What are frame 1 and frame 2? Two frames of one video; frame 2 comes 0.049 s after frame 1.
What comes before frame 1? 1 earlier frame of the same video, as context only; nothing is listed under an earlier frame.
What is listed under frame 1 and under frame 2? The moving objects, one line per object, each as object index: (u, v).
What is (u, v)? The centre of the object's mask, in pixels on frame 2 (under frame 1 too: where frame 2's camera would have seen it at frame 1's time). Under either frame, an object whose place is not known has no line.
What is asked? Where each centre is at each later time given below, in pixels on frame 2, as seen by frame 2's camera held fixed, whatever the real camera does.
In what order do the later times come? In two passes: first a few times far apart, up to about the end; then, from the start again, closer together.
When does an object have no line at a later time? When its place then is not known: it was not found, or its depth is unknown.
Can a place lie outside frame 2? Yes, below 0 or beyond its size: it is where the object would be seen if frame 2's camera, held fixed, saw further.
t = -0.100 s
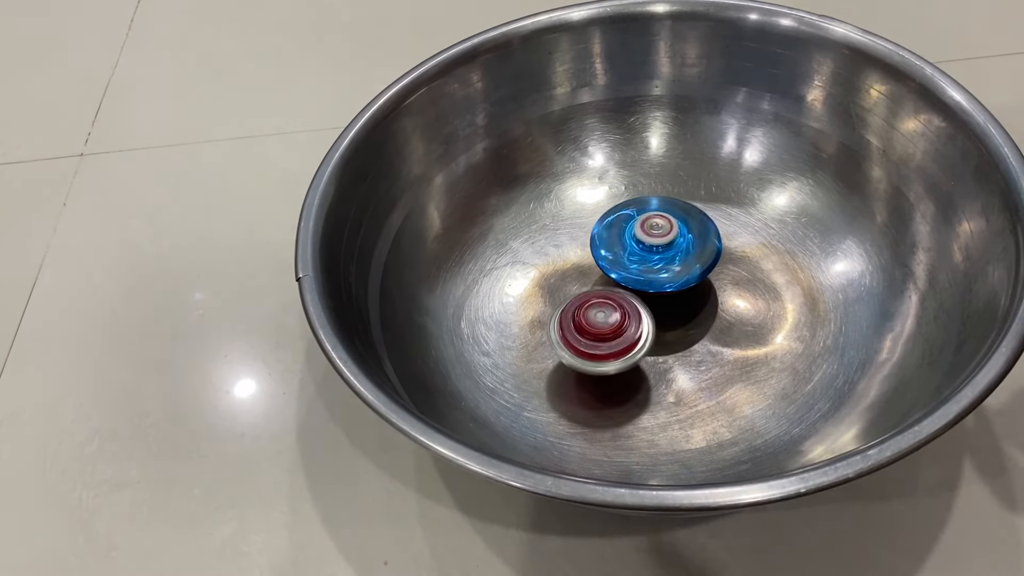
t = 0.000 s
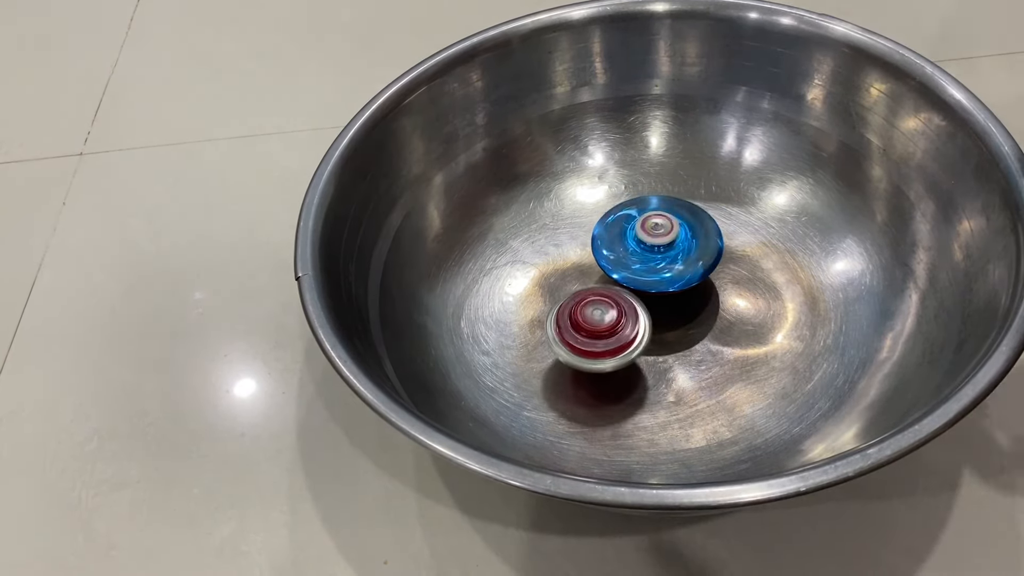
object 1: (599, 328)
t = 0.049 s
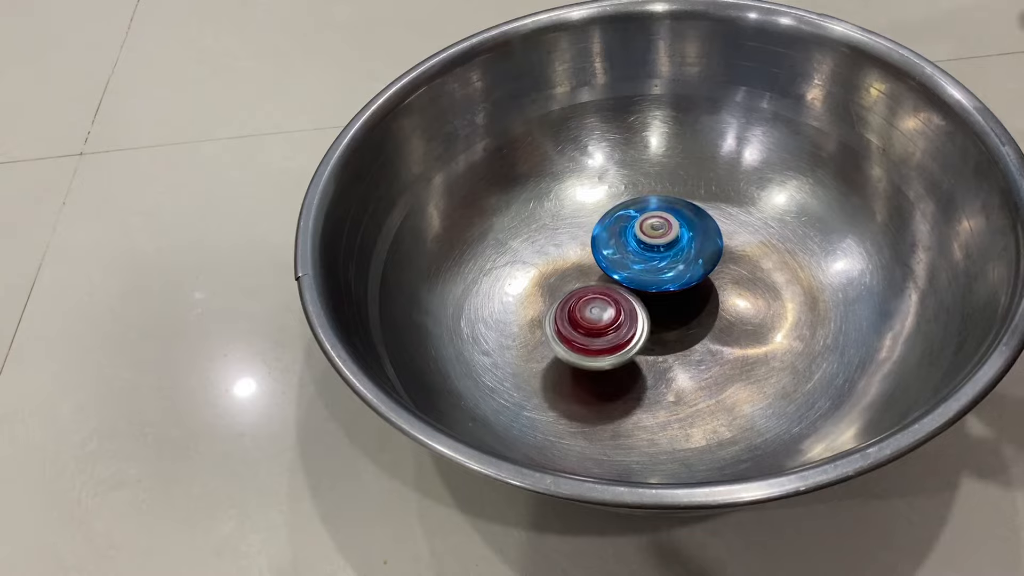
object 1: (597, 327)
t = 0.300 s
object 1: (566, 336)
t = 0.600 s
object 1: (560, 325)
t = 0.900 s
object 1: (574, 314)
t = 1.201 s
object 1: (580, 318)
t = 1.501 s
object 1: (595, 313)
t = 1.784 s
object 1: (602, 314)
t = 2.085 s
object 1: (591, 315)
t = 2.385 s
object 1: (585, 318)
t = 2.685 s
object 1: (585, 319)
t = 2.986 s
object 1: (593, 311)
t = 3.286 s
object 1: (607, 314)
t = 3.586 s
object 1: (608, 324)
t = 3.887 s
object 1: (600, 325)
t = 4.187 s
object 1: (588, 327)
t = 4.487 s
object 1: (584, 312)
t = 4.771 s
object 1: (587, 310)
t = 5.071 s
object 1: (584, 319)
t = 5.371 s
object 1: (591, 323)
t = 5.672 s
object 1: (589, 331)
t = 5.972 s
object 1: (597, 317)
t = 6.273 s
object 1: (595, 323)
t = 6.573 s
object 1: (585, 318)
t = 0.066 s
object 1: (597, 326)
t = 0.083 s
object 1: (596, 326)
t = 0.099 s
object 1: (596, 324)
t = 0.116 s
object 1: (595, 323)
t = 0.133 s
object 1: (593, 324)
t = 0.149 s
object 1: (589, 327)
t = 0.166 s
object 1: (586, 330)
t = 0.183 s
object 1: (583, 332)
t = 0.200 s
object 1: (580, 334)
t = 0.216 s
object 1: (578, 335)
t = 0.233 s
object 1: (576, 336)
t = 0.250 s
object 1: (574, 336)
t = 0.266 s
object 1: (572, 336)
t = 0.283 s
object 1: (569, 336)
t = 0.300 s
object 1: (566, 336)
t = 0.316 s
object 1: (564, 336)
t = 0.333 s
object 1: (562, 336)
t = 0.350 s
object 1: (561, 335)
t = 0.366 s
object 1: (560, 335)
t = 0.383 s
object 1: (559, 335)
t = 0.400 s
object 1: (558, 334)
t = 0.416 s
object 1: (558, 333)
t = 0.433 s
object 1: (557, 333)
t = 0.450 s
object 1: (557, 332)
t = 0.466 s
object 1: (557, 331)
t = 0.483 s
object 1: (557, 331)
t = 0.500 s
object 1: (557, 329)
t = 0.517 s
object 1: (558, 328)
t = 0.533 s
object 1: (558, 327)
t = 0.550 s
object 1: (558, 327)
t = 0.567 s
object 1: (559, 326)
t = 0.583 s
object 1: (560, 325)
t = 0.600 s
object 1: (560, 325)
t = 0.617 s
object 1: (561, 324)
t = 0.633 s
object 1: (562, 323)
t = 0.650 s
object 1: (563, 322)
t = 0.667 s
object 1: (563, 321)
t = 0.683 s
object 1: (564, 320)
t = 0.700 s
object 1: (566, 319)
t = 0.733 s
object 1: (568, 318)
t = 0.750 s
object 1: (569, 317)
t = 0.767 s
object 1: (570, 316)
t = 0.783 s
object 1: (571, 316)
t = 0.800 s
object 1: (571, 315)
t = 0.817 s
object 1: (573, 315)
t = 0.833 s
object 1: (574, 314)
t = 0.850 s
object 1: (575, 314)
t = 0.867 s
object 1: (575, 313)
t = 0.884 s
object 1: (575, 314)
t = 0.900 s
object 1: (574, 314)
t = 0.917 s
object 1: (574, 315)
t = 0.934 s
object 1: (575, 315)
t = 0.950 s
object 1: (576, 316)
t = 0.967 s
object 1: (576, 316)
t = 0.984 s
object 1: (575, 316)
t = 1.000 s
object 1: (574, 317)
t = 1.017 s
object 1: (574, 317)
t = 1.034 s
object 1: (574, 317)
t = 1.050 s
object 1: (574, 317)
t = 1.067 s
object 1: (574, 317)
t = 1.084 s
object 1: (575, 317)
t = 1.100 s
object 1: (576, 317)
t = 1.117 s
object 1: (577, 317)
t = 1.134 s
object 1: (579, 316)
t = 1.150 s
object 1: (580, 316)
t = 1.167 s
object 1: (581, 316)
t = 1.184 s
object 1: (581, 316)
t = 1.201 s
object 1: (580, 318)
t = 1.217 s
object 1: (579, 320)
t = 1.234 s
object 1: (579, 321)
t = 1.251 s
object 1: (579, 321)
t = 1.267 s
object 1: (581, 322)
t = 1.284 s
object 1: (581, 322)
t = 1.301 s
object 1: (582, 322)
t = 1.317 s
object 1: (584, 321)
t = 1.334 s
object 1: (586, 320)
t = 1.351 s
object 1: (587, 319)
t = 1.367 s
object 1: (588, 319)
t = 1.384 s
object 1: (589, 318)
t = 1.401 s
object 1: (590, 317)
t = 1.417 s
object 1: (591, 317)
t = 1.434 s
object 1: (592, 316)
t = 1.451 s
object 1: (593, 315)
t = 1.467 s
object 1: (594, 314)
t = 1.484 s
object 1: (595, 314)
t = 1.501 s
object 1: (595, 313)
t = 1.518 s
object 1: (597, 313)
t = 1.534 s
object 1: (598, 312)
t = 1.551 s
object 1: (598, 313)
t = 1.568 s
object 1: (598, 314)
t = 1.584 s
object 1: (598, 315)
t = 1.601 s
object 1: (598, 316)
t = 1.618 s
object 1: (598, 316)
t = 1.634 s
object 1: (598, 316)
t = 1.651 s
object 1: (599, 316)
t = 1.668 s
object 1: (599, 316)
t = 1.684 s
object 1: (599, 316)
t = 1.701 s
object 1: (600, 316)
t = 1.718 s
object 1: (600, 316)
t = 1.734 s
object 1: (601, 315)
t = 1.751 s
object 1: (601, 315)
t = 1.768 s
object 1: (601, 315)
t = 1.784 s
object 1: (602, 314)
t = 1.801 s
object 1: (601, 314)
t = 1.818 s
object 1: (599, 316)
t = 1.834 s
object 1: (597, 317)
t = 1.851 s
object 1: (596, 317)
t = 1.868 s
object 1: (595, 318)
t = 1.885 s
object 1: (594, 319)
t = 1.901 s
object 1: (594, 319)
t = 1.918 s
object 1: (594, 319)
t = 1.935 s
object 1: (594, 318)
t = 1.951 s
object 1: (594, 318)
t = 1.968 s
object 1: (594, 317)
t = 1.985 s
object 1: (594, 316)
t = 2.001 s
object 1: (594, 316)
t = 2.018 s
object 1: (594, 315)
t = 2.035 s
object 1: (594, 314)
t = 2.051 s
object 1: (593, 314)
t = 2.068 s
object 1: (593, 314)
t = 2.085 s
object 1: (591, 315)
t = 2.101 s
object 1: (589, 318)
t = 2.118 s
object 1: (585, 323)
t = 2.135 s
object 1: (583, 323)
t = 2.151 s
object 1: (583, 324)
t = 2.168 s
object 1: (583, 324)
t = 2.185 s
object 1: (583, 324)
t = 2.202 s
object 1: (583, 324)
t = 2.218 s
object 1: (583, 324)
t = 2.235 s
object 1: (583, 324)
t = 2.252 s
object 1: (583, 323)
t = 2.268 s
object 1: (583, 323)
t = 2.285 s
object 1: (583, 322)
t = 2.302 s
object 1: (583, 322)
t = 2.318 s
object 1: (584, 320)
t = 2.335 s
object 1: (584, 319)
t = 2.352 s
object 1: (584, 319)
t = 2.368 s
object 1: (584, 318)
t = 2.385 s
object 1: (585, 318)
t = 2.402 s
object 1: (585, 317)
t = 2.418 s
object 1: (586, 316)
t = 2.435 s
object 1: (586, 315)
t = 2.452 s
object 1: (586, 315)
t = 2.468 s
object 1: (587, 314)
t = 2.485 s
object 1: (588, 314)
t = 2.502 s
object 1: (588, 314)
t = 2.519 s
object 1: (585, 316)
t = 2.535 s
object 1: (584, 318)
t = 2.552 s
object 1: (583, 319)
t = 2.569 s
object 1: (583, 319)
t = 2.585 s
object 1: (583, 320)
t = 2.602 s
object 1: (583, 320)
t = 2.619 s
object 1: (583, 320)
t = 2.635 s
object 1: (584, 320)
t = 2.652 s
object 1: (584, 320)
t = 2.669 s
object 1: (584, 320)
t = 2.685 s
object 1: (585, 319)
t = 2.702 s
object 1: (586, 319)
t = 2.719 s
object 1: (587, 318)
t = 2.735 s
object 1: (587, 317)
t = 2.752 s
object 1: (588, 317)
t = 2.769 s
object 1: (588, 316)
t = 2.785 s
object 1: (589, 315)
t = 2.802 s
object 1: (590, 315)
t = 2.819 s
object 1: (590, 314)
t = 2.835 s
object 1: (590, 314)
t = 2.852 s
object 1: (589, 314)
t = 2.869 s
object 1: (587, 316)
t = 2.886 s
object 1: (587, 315)
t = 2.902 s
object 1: (587, 315)
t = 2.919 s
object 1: (589, 313)
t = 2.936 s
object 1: (590, 312)
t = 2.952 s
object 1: (592, 312)
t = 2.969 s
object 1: (592, 311)
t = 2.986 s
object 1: (593, 311)
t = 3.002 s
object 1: (594, 311)
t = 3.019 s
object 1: (595, 311)
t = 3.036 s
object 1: (595, 310)
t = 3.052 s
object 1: (597, 311)
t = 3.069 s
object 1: (598, 310)
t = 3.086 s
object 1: (598, 310)
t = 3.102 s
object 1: (600, 311)
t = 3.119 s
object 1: (601, 311)
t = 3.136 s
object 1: (602, 311)
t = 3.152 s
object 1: (602, 311)
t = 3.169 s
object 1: (603, 312)
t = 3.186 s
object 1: (603, 312)
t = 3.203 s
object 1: (604, 312)
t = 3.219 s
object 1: (605, 312)
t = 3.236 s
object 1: (606, 313)
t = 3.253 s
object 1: (606, 313)
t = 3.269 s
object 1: (607, 313)
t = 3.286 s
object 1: (607, 314)
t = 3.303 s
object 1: (608, 314)
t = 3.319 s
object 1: (609, 314)
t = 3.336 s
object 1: (609, 318)
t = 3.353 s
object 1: (609, 319)
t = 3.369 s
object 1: (609, 320)
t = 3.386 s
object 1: (609, 321)
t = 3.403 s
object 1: (609, 321)
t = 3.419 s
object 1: (610, 322)
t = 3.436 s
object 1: (610, 322)
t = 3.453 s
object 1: (610, 322)
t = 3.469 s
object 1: (610, 323)
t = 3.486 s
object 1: (610, 323)
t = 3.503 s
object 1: (610, 323)
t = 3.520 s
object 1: (610, 323)
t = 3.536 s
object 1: (610, 322)
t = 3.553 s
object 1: (610, 322)
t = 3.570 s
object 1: (610, 323)
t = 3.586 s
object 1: (608, 324)
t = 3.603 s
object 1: (606, 325)
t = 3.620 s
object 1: (605, 326)
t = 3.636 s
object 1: (604, 326)
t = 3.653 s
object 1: (603, 326)
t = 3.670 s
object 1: (602, 326)
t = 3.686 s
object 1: (602, 325)
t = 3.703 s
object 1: (602, 325)
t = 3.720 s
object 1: (601, 325)
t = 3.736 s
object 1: (601, 324)
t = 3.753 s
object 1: (601, 323)
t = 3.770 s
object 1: (601, 322)
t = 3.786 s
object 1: (601, 323)
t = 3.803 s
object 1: (600, 324)
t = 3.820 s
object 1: (600, 324)
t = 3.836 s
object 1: (600, 325)
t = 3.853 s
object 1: (600, 325)
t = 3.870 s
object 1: (600, 325)
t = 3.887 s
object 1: (600, 325)
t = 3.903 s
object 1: (600, 325)
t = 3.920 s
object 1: (599, 325)
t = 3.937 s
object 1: (599, 326)
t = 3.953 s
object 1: (599, 325)
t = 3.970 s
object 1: (599, 325)
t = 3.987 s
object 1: (599, 325)
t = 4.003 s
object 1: (598, 324)
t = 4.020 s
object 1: (597, 325)
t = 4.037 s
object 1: (595, 327)
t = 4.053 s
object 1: (594, 328)
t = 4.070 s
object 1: (593, 329)
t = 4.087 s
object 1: (592, 330)
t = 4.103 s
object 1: (591, 330)
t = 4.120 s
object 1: (590, 330)
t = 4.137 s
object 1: (589, 329)
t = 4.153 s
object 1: (589, 329)
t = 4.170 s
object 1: (588, 328)
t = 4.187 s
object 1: (588, 327)
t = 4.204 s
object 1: (588, 326)
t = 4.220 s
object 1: (587, 324)
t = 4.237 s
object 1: (587, 323)
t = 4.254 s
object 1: (586, 322)
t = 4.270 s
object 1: (586, 321)
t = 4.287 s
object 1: (586, 320)
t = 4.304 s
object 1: (585, 319)
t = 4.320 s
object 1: (585, 318)
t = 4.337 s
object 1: (585, 316)
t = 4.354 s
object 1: (585, 314)
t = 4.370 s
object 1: (585, 313)
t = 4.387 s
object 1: (585, 312)
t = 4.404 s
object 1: (586, 311)
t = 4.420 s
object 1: (586, 311)
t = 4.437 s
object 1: (586, 311)
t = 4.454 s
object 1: (586, 310)
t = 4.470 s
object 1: (586, 311)
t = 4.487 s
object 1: (584, 312)
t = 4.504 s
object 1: (583, 313)
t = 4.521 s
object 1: (582, 314)
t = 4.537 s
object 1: (581, 315)
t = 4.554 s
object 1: (581, 315)
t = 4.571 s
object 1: (581, 315)
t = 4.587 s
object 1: (582, 315)
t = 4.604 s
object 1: (582, 315)
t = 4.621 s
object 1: (582, 314)
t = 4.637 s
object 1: (583, 314)
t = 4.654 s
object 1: (583, 314)
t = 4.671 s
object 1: (584, 313)
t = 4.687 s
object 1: (584, 313)
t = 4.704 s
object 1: (585, 312)
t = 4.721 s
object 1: (585, 312)
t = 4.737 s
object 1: (586, 311)
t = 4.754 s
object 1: (587, 311)
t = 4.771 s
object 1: (587, 310)
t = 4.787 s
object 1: (588, 310)
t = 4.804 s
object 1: (588, 310)
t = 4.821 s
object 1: (589, 310)
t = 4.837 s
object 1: (587, 311)
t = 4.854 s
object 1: (585, 313)
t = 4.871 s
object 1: (584, 316)
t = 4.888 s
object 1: (583, 317)
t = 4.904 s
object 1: (582, 319)
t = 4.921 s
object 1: (582, 319)
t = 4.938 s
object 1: (582, 320)
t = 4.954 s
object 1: (582, 321)
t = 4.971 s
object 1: (582, 321)
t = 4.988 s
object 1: (582, 321)
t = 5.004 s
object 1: (583, 320)
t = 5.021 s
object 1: (583, 320)
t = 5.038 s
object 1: (583, 320)
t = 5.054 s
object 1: (584, 320)
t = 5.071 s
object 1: (584, 319)
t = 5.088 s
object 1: (584, 319)
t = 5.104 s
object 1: (585, 318)
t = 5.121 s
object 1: (585, 318)
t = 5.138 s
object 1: (586, 317)
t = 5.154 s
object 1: (586, 317)
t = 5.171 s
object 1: (586, 317)
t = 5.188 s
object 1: (587, 316)
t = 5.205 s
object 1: (587, 316)
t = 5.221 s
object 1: (587, 316)
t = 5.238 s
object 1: (587, 315)
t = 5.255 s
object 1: (587, 316)
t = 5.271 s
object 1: (586, 318)
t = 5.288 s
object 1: (587, 319)
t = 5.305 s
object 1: (587, 321)
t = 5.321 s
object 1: (588, 322)
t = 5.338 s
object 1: (589, 323)
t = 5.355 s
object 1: (590, 323)
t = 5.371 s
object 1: (591, 323)
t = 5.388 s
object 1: (591, 323)
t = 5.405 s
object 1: (592, 323)
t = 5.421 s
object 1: (593, 323)
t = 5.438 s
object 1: (593, 322)
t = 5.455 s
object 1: (593, 323)
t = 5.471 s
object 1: (591, 326)
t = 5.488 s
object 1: (589, 328)
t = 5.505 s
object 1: (588, 330)
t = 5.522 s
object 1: (587, 331)
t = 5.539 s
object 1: (586, 333)
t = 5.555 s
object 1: (586, 334)
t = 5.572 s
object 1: (586, 334)
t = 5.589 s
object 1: (587, 334)
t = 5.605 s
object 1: (587, 333)
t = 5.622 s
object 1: (587, 333)
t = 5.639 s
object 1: (588, 333)
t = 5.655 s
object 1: (588, 332)
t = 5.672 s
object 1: (589, 331)
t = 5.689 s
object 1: (589, 331)
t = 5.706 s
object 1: (590, 330)
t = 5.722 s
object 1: (590, 329)
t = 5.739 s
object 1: (591, 328)
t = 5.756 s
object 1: (592, 327)
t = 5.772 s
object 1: (592, 325)
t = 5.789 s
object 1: (593, 325)
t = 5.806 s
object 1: (593, 324)
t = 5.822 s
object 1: (593, 323)
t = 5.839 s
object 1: (594, 322)
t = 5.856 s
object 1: (594, 321)
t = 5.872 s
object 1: (594, 321)
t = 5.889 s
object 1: (595, 320)
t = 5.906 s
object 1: (595, 319)
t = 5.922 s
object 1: (595, 319)
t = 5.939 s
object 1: (595, 318)
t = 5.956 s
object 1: (597, 317)
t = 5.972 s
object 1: (597, 317)
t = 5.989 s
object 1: (597, 316)
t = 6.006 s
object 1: (597, 317)
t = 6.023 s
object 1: (596, 318)
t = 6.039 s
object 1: (596, 318)
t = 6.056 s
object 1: (595, 319)
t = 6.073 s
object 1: (595, 319)
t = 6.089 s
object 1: (596, 320)
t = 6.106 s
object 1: (596, 319)
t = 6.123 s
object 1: (596, 319)
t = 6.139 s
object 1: (597, 320)
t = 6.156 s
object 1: (595, 322)
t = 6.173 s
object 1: (594, 323)
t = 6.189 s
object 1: (594, 323)
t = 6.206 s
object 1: (594, 324)
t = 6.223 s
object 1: (594, 324)
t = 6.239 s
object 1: (594, 324)
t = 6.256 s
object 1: (594, 324)
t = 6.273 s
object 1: (595, 323)
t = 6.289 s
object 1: (595, 323)
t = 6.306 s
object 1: (593, 325)
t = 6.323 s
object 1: (591, 326)
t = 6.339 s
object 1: (589, 327)
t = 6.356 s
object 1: (586, 327)
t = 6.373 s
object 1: (585, 327)
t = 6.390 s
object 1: (584, 327)
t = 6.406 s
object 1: (584, 326)
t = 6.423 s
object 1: (584, 326)
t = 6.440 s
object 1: (584, 325)
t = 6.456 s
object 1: (584, 325)
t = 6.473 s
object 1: (584, 324)
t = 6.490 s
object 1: (584, 323)
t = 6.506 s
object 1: (584, 322)
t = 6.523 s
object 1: (584, 321)
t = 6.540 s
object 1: (584, 320)
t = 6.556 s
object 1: (584, 318)
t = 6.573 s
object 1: (585, 318)
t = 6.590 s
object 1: (585, 317)
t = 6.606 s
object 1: (585, 316)
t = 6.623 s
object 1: (586, 315)
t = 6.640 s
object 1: (587, 314)
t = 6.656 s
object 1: (587, 313)
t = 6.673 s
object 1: (587, 313)
